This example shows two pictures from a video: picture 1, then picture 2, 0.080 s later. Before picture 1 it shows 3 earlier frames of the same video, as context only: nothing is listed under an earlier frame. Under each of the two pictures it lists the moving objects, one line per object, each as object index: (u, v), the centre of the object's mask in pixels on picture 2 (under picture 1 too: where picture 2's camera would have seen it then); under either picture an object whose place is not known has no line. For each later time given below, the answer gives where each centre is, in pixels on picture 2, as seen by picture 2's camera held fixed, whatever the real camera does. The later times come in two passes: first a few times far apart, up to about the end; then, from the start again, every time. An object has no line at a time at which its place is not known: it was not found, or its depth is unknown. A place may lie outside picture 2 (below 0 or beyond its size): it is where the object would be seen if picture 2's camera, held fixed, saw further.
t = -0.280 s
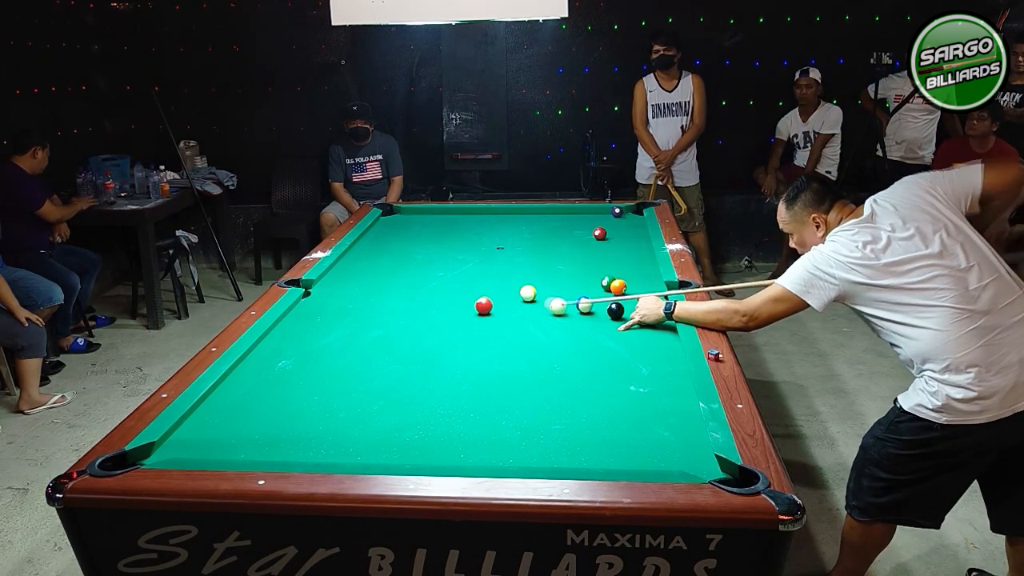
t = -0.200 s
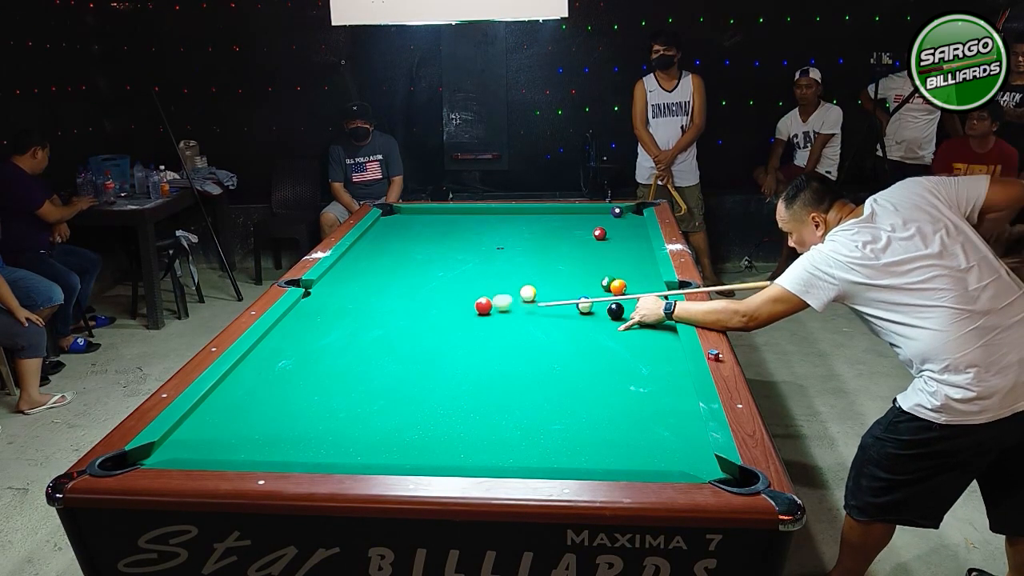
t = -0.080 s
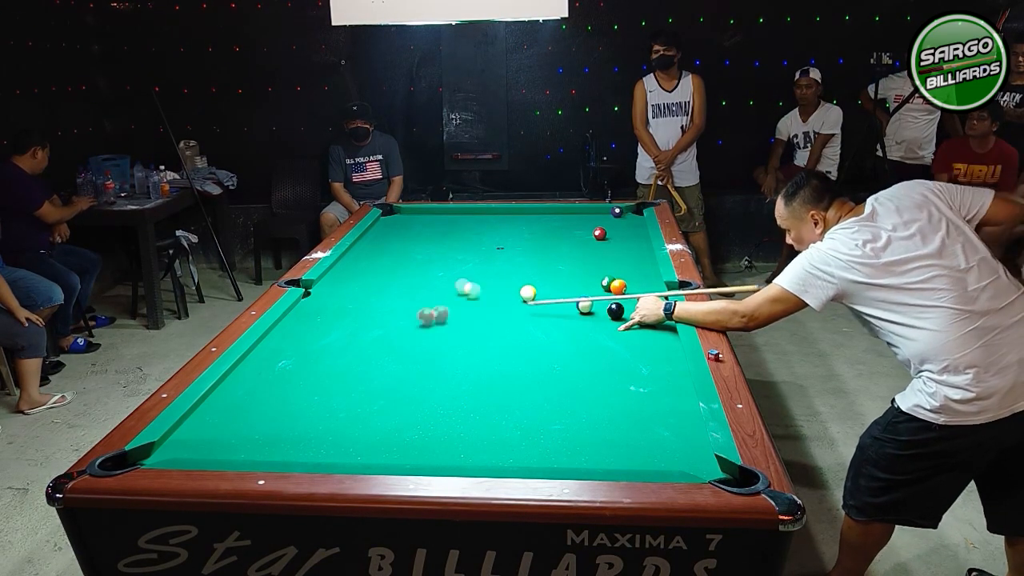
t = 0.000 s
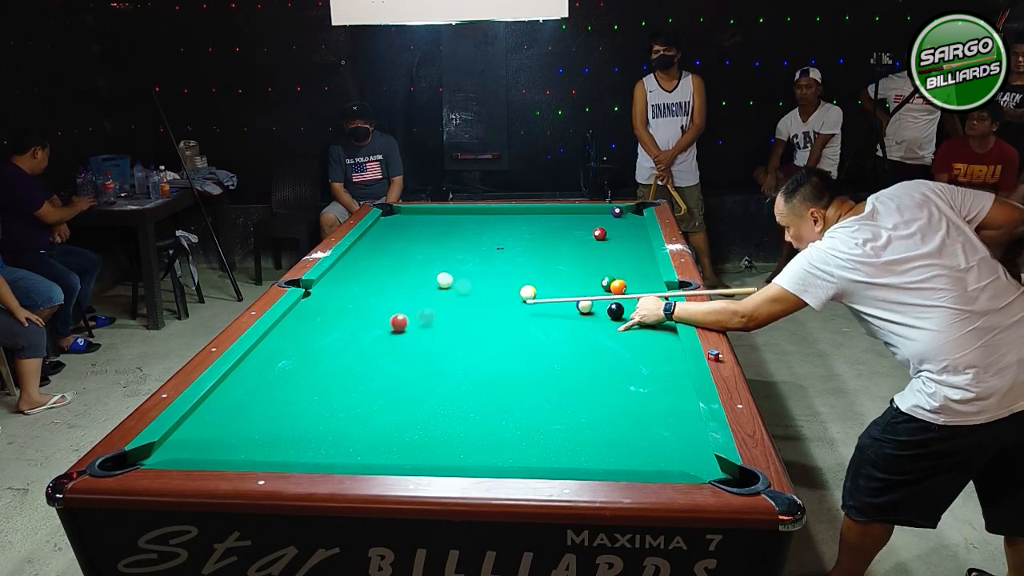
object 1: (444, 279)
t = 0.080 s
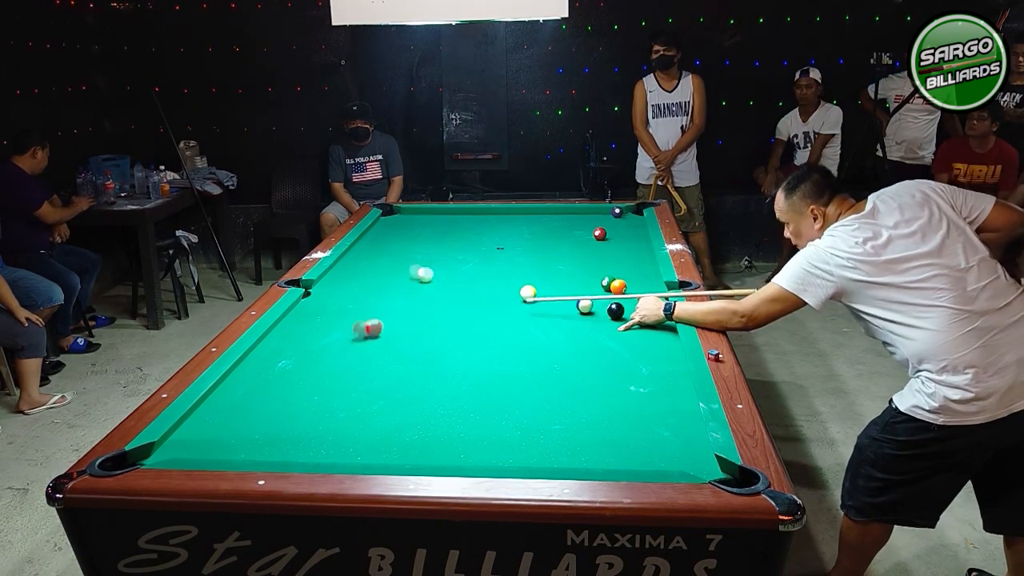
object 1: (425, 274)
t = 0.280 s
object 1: (374, 259)
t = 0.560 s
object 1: (390, 245)
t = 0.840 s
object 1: (433, 236)
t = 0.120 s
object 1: (416, 271)
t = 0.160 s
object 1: (399, 266)
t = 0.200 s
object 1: (390, 264)
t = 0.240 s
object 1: (382, 261)
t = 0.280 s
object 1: (374, 259)
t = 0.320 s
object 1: (366, 256)
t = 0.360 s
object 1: (351, 252)
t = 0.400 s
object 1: (357, 251)
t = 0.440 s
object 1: (365, 249)
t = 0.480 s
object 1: (373, 248)
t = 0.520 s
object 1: (384, 246)
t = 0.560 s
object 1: (390, 245)
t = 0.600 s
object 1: (390, 245)
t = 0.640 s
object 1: (402, 242)
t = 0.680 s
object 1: (407, 241)
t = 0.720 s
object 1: (414, 240)
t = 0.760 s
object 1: (422, 238)
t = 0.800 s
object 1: (428, 237)
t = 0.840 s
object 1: (433, 236)
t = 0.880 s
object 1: (439, 235)
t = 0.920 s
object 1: (445, 233)
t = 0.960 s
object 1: (448, 233)
